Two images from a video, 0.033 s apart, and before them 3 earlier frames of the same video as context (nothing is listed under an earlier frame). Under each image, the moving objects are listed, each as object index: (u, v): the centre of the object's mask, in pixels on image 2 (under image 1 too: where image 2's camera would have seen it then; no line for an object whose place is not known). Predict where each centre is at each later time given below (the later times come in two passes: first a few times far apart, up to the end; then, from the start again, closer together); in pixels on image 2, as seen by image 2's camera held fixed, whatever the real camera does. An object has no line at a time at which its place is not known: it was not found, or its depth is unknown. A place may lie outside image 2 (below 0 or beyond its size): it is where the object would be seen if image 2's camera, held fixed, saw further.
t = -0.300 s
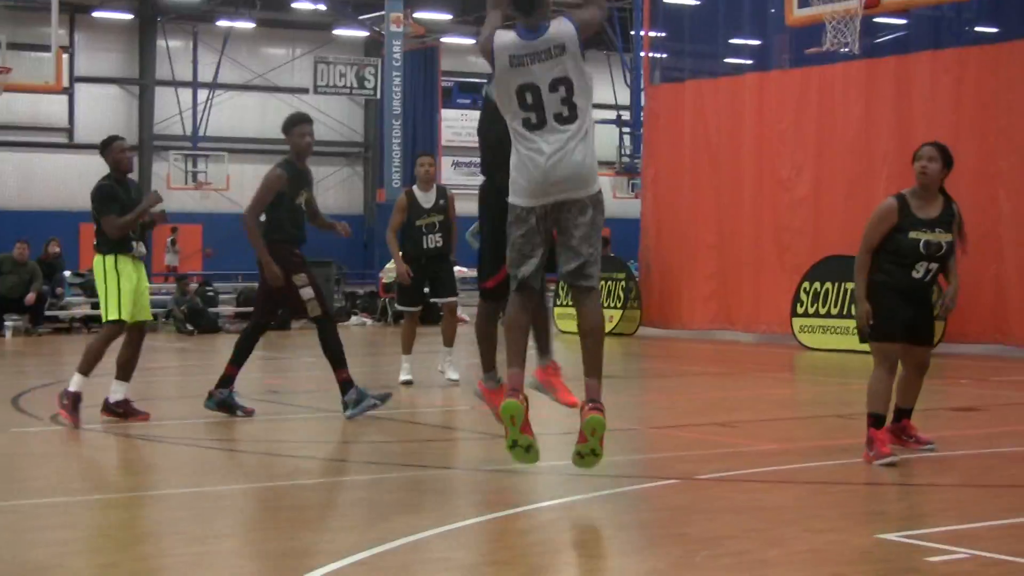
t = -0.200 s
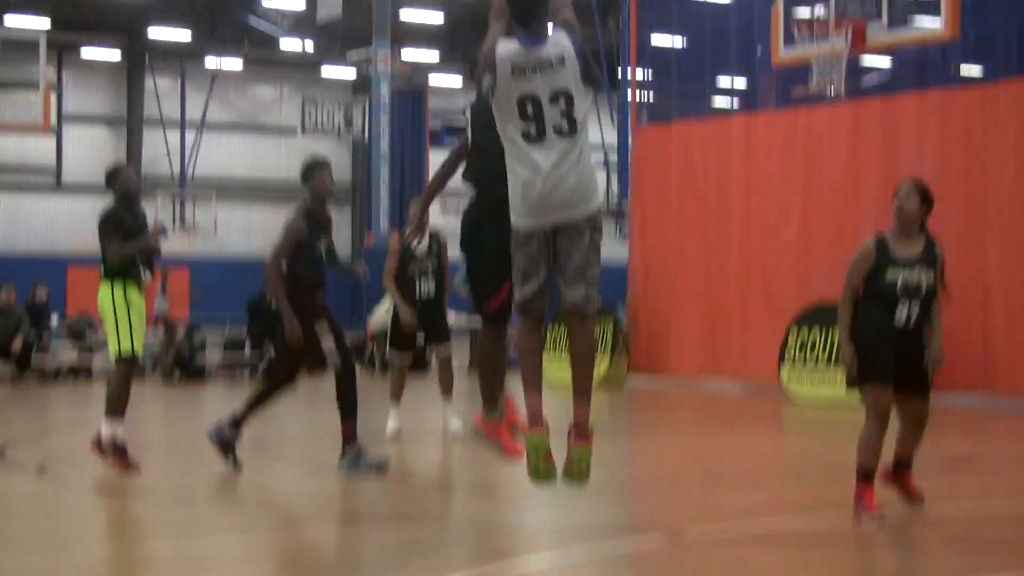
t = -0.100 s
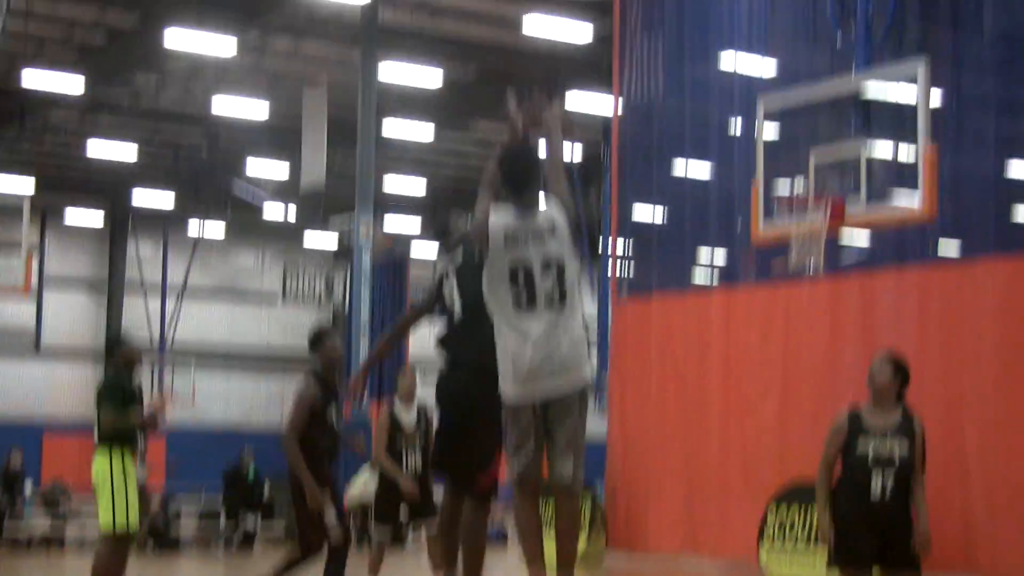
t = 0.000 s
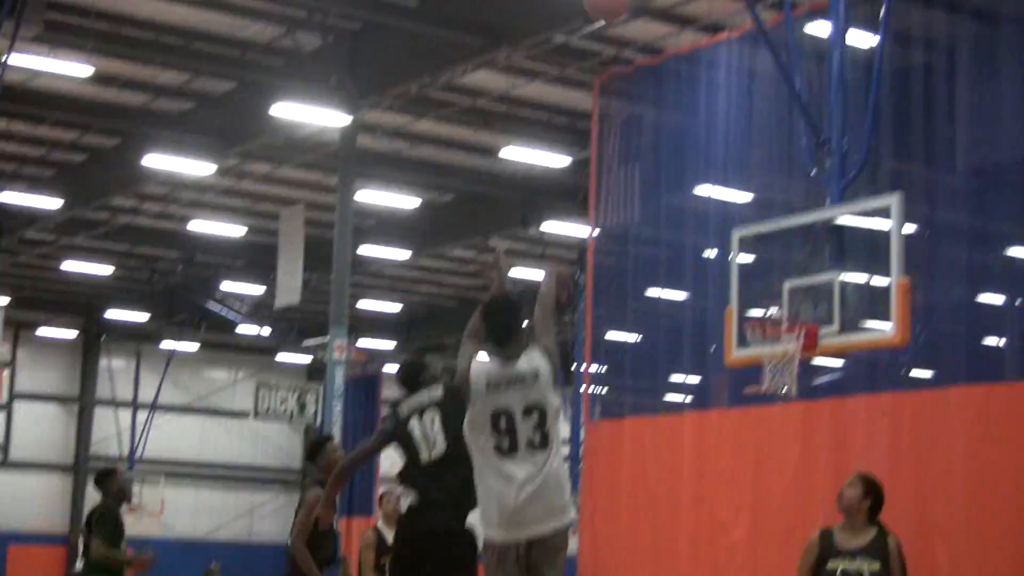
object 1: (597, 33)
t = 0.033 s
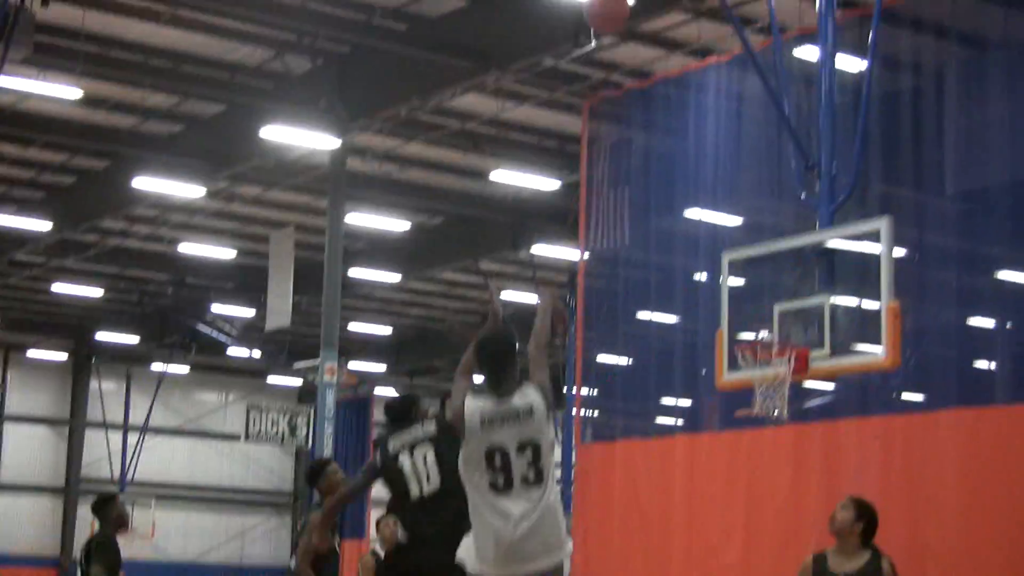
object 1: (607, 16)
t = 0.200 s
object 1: (652, -17)
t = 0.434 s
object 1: (702, 19)
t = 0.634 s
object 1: (736, 104)
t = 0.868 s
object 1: (769, 254)
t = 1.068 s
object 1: (763, 363)
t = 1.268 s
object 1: (739, 371)
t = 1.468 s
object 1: (762, 384)
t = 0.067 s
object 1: (616, 0)
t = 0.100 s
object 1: (627, -7)
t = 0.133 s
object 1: (636, -12)
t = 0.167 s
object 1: (643, -16)
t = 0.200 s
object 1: (652, -17)
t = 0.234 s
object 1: (660, -17)
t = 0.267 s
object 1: (668, -16)
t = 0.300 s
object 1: (674, -11)
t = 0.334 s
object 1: (681, -7)
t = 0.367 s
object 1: (689, 1)
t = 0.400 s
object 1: (695, 8)
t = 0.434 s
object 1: (702, 19)
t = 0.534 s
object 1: (719, 56)
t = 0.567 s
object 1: (725, 72)
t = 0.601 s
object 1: (731, 88)
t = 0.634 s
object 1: (736, 104)
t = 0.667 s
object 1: (741, 123)
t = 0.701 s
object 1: (746, 142)
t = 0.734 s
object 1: (751, 162)
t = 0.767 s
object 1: (755, 184)
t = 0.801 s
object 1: (760, 207)
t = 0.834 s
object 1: (763, 230)
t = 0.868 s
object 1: (769, 254)
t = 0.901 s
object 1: (772, 279)
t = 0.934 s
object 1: (777, 304)
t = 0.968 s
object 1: (781, 331)
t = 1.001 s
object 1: (779, 345)
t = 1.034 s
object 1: (775, 356)
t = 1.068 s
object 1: (763, 363)
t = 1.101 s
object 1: (754, 371)
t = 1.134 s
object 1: (746, 376)
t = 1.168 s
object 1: (741, 376)
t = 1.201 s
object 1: (738, 374)
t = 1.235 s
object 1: (737, 372)
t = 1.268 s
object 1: (739, 371)
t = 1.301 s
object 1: (742, 376)
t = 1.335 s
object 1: (749, 373)
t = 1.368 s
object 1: (744, 381)
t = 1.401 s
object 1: (752, 375)
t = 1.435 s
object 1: (756, 379)
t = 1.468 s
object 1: (762, 384)
